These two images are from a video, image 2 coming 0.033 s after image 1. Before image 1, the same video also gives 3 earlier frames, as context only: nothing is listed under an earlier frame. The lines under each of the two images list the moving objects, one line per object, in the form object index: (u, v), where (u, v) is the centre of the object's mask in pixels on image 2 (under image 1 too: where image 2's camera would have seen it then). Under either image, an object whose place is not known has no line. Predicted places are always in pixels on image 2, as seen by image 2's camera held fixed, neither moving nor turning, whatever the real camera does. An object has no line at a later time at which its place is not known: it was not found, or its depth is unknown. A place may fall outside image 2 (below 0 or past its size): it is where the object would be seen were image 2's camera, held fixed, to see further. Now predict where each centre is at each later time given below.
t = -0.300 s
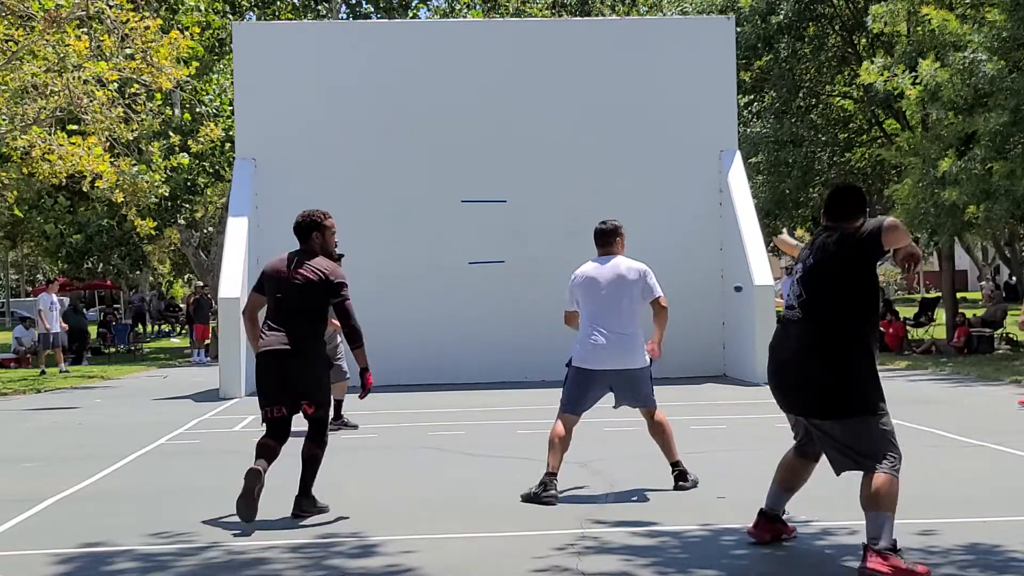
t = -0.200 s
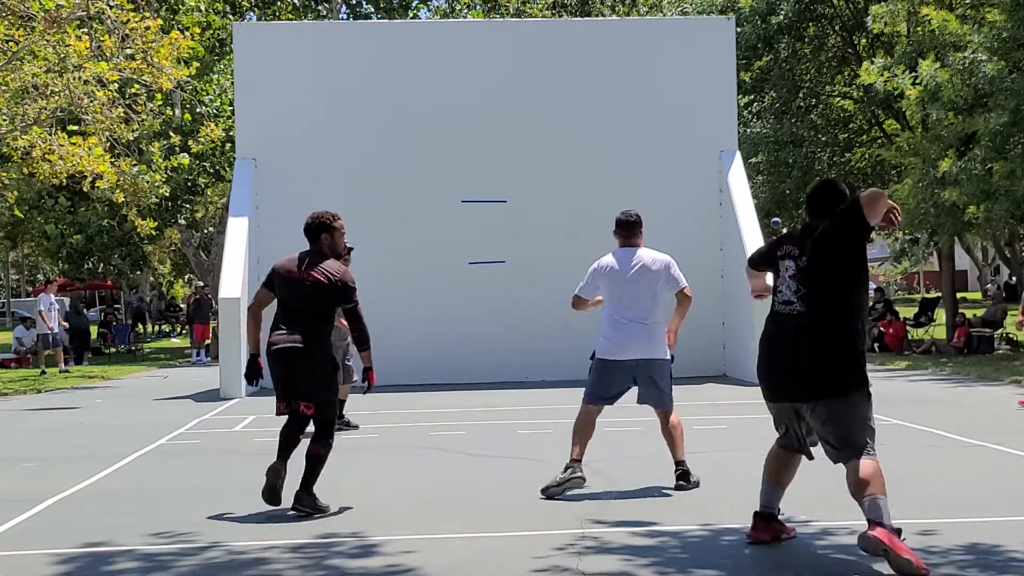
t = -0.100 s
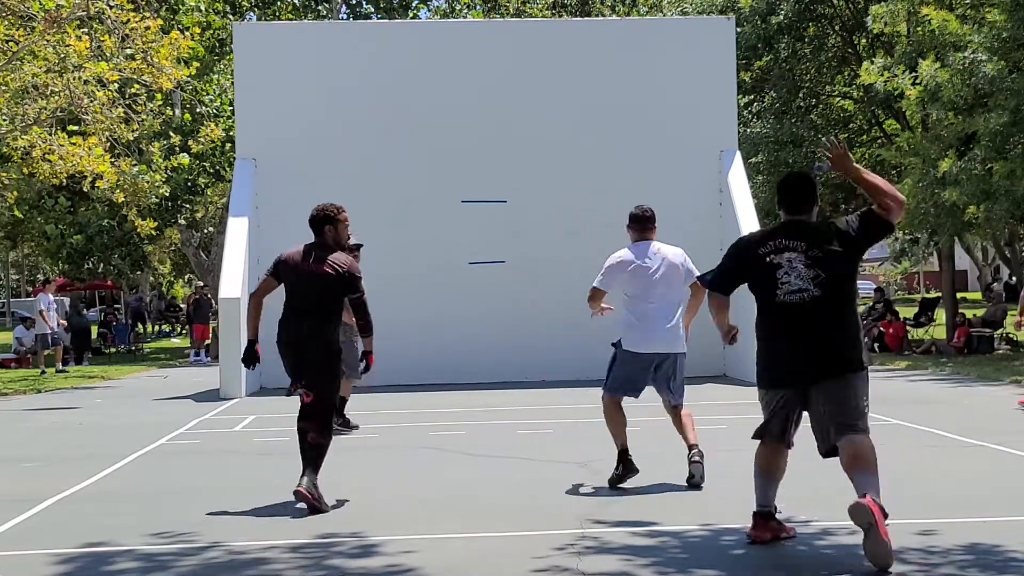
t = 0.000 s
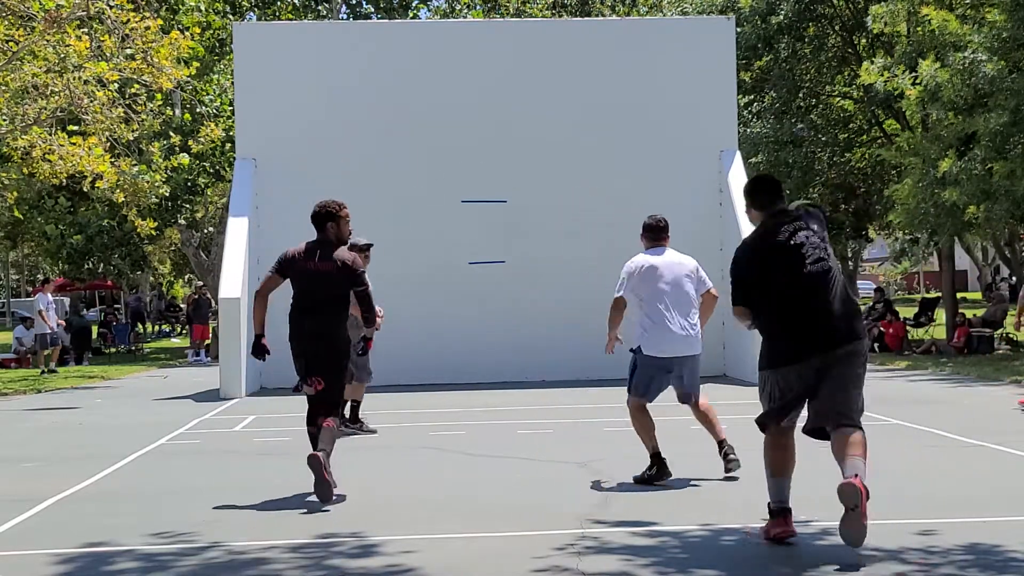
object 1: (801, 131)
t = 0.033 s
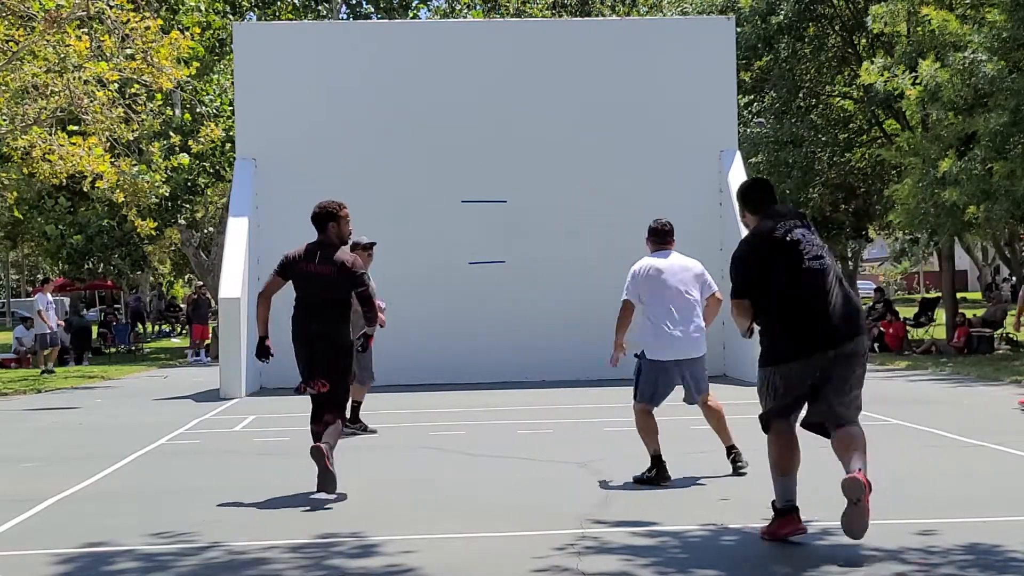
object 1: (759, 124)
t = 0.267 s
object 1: (606, 128)
